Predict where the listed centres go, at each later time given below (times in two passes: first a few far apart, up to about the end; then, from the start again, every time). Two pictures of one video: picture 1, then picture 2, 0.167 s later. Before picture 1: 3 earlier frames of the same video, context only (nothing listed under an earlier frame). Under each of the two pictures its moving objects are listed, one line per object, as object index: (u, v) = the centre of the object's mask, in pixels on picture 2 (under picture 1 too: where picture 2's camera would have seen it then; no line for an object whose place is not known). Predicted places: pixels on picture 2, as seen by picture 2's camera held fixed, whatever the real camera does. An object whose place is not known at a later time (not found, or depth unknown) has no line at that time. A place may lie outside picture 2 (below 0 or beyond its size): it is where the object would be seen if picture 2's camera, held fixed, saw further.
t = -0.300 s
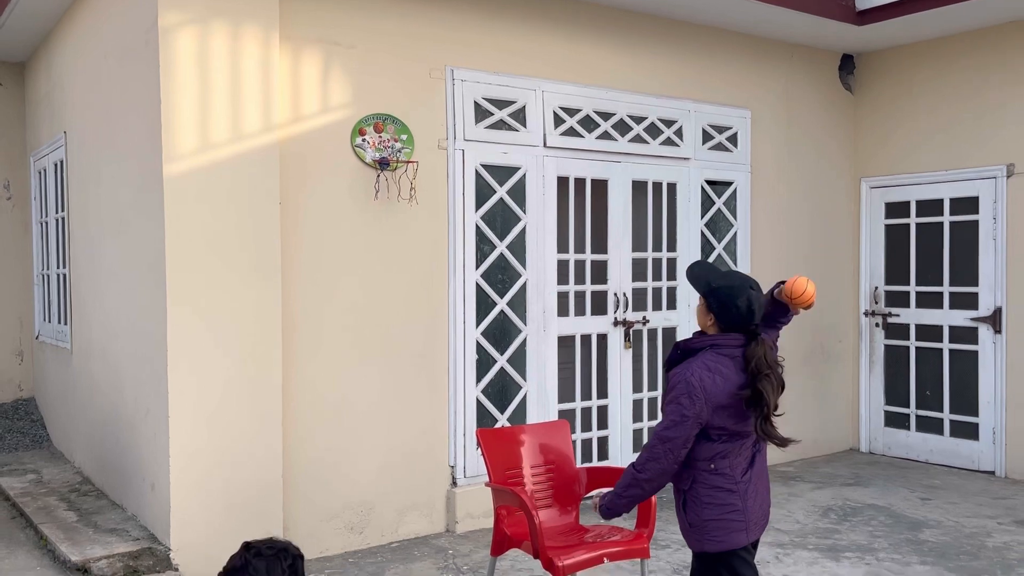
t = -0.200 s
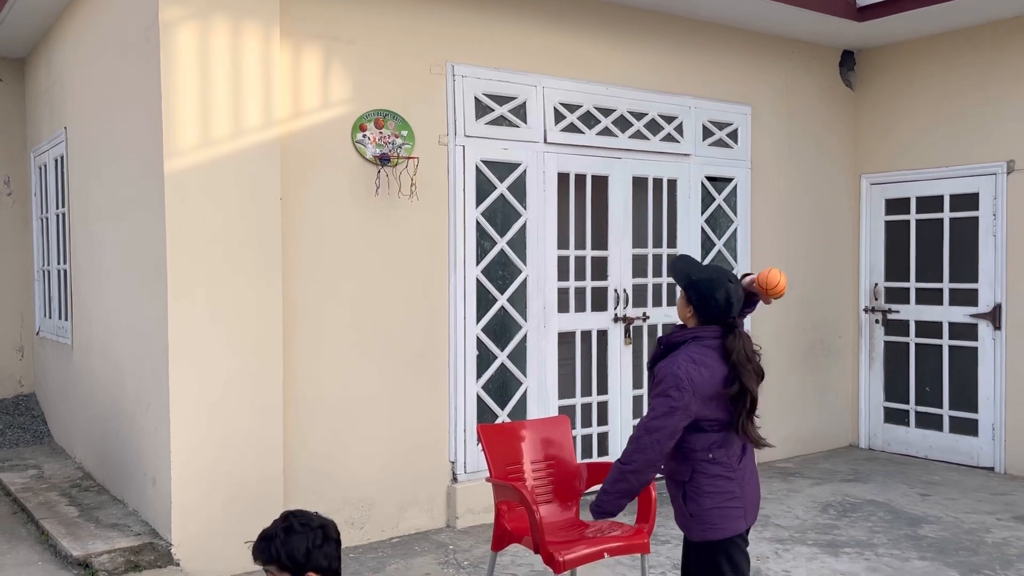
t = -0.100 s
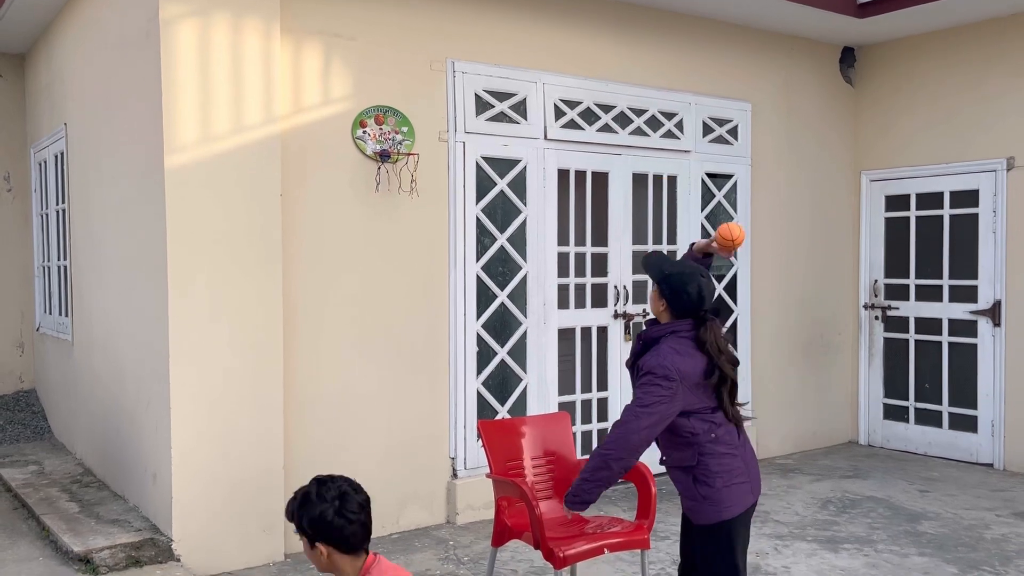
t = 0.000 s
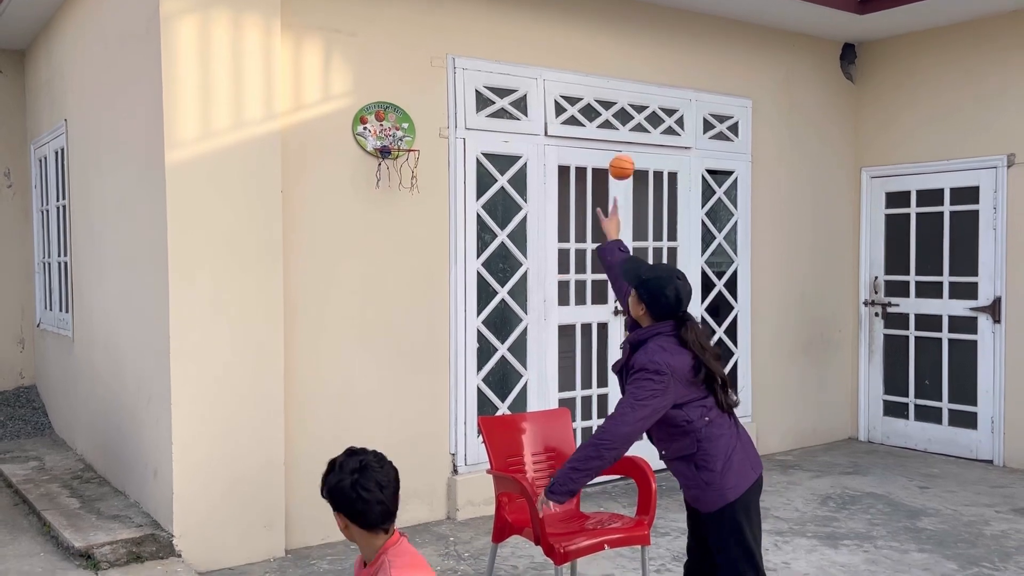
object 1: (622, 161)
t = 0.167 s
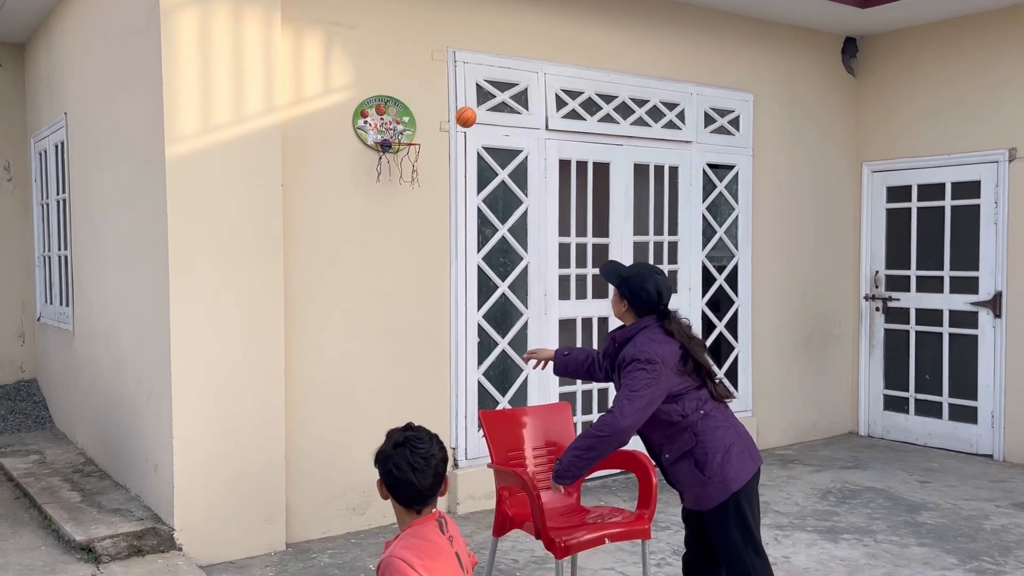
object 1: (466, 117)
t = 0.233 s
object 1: (418, 120)
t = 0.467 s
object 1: (400, 173)
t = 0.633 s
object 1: (471, 272)
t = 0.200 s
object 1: (441, 117)
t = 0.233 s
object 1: (418, 120)
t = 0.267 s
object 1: (396, 125)
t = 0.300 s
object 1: (375, 131)
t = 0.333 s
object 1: (357, 140)
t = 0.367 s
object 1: (361, 146)
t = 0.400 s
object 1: (374, 152)
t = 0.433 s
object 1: (387, 161)
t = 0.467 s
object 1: (400, 173)
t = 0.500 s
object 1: (414, 187)
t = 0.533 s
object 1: (427, 204)
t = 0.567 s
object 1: (441, 224)
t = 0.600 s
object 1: (456, 247)
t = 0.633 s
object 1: (471, 272)
